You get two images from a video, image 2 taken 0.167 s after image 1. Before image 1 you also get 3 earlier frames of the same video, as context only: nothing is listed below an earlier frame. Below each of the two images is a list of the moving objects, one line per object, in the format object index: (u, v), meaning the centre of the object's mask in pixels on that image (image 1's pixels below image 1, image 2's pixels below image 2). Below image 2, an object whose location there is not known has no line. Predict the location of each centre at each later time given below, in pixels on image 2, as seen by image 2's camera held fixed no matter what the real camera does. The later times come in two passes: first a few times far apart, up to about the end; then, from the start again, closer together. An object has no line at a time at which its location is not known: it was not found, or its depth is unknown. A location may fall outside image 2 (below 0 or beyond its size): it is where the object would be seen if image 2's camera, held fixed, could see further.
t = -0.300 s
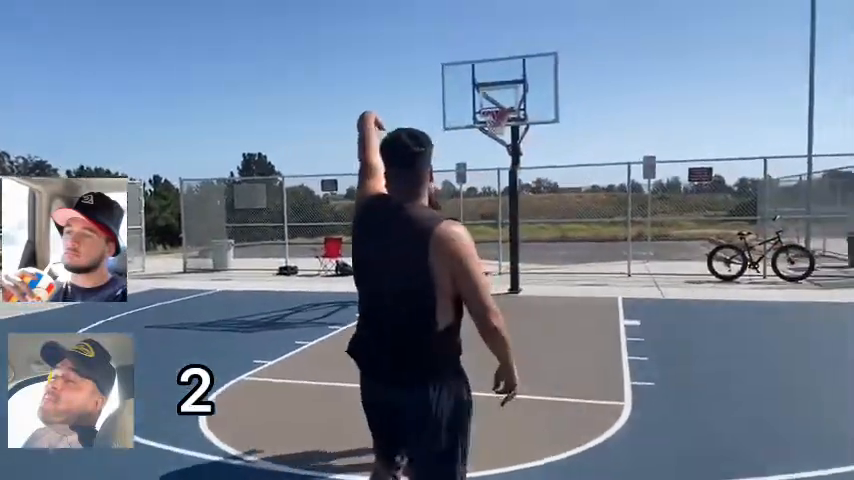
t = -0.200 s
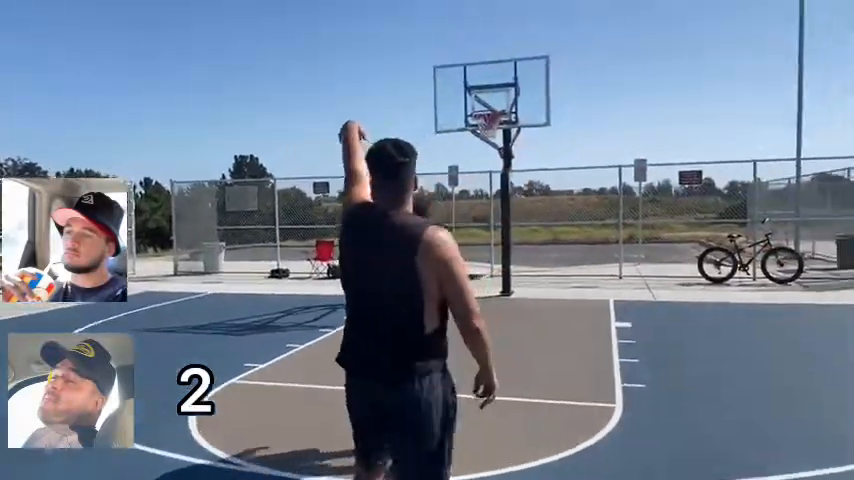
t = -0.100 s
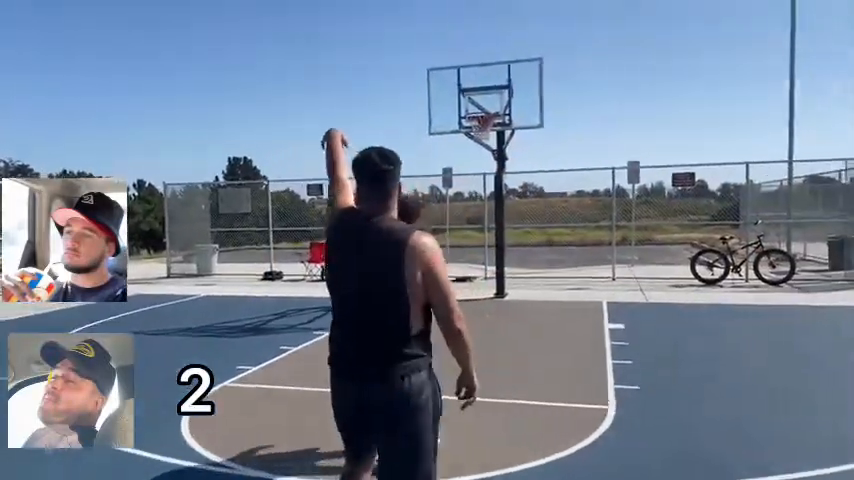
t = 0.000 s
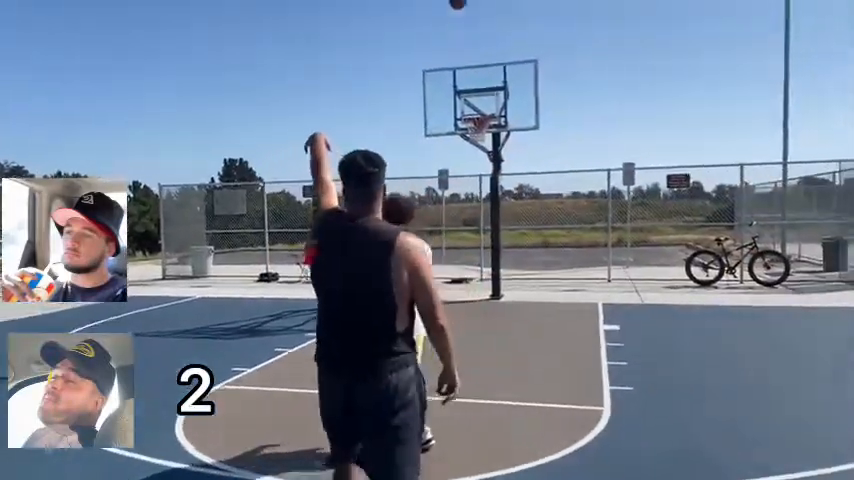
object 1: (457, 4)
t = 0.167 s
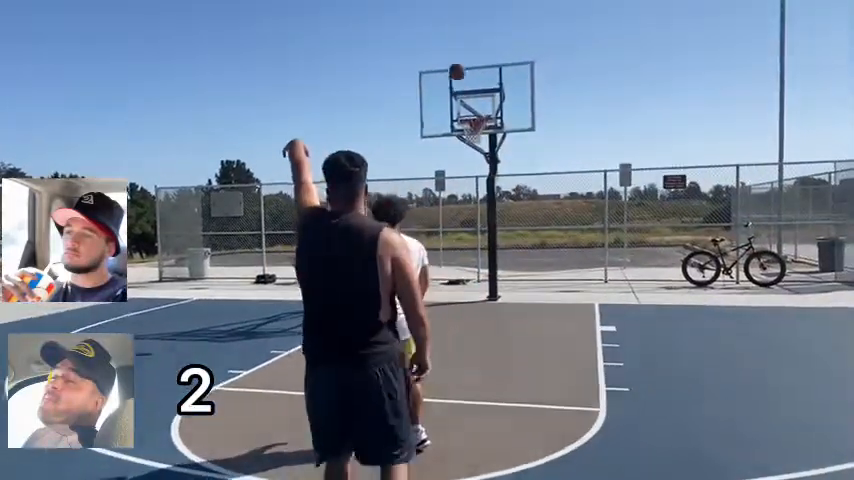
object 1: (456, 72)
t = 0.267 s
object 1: (457, 113)
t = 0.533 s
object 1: (388, 103)
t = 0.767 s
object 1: (321, 136)
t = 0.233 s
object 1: (458, 101)
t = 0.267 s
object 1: (457, 113)
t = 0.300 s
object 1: (449, 109)
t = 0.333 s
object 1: (441, 106)
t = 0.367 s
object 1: (432, 104)
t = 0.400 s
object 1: (424, 102)
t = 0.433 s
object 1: (415, 102)
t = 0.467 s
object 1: (406, 101)
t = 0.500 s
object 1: (397, 102)
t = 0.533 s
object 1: (388, 103)
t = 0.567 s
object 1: (378, 105)
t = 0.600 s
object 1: (369, 108)
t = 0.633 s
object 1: (360, 112)
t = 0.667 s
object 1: (350, 117)
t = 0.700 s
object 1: (340, 123)
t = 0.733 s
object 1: (330, 129)
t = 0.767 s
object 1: (321, 136)
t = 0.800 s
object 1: (310, 145)
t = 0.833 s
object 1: (301, 154)
